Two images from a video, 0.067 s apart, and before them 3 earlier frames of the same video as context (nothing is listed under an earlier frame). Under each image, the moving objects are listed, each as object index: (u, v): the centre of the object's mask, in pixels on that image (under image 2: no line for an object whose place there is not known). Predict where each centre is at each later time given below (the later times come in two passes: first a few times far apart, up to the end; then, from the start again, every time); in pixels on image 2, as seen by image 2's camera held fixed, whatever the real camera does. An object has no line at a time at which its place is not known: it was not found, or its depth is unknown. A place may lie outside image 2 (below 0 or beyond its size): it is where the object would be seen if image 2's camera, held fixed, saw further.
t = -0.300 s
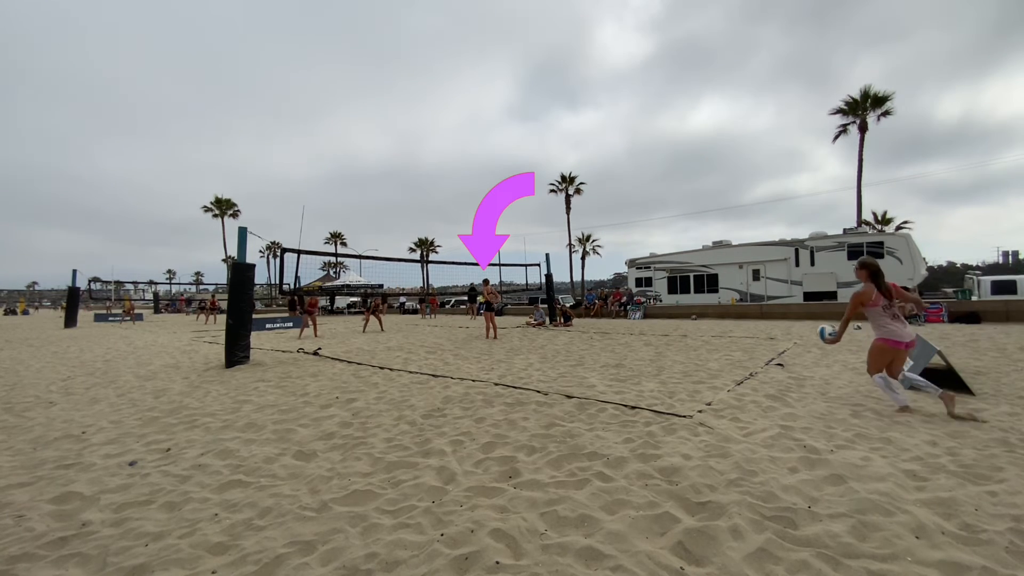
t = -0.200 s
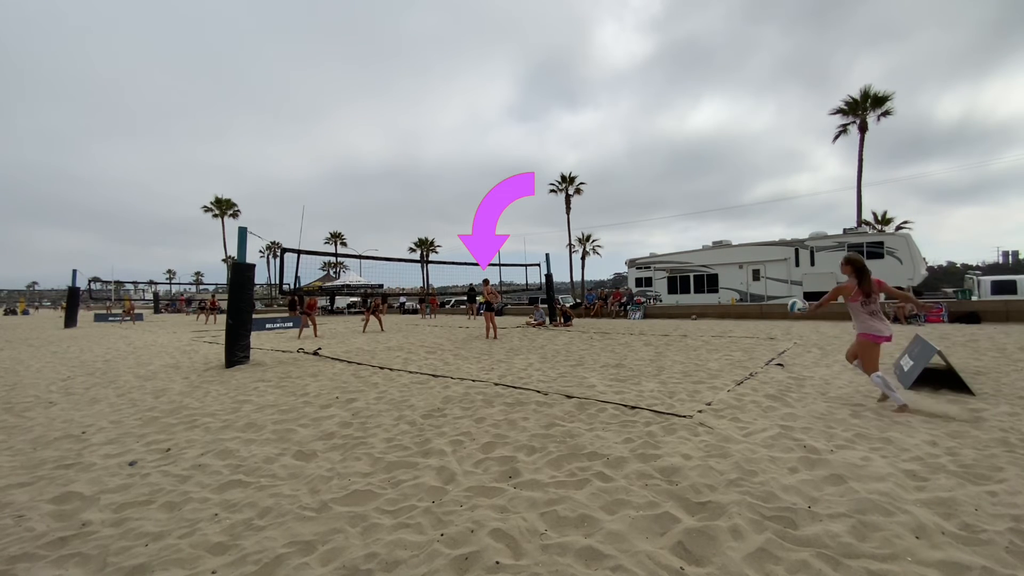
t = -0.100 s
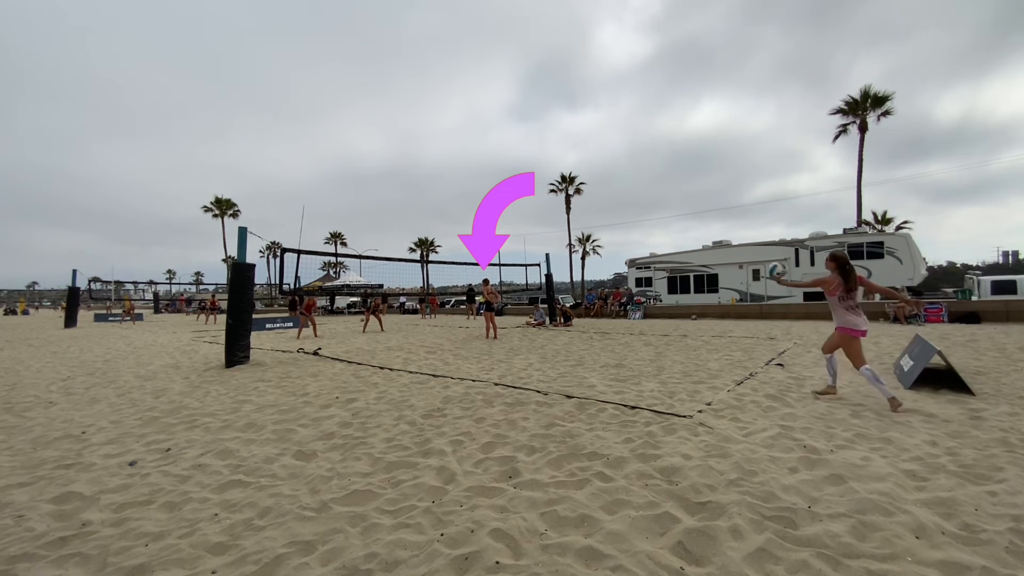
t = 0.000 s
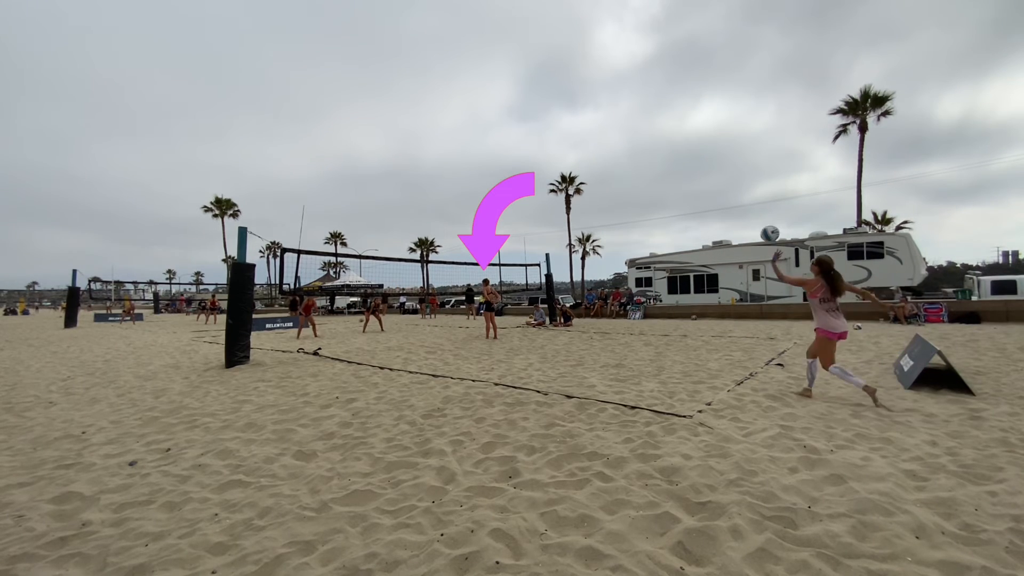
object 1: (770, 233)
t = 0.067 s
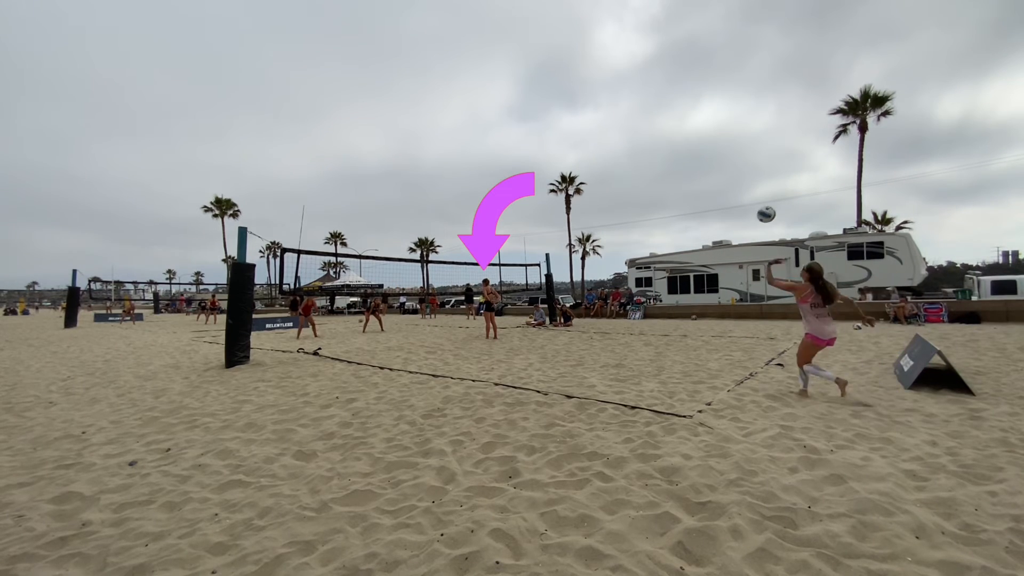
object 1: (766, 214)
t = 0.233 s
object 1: (758, 182)
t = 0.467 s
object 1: (748, 172)
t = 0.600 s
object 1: (742, 185)
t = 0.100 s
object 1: (764, 206)
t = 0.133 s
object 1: (763, 198)
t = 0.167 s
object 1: (761, 192)
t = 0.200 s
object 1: (759, 187)
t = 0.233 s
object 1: (758, 182)
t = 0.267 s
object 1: (756, 178)
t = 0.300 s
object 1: (755, 175)
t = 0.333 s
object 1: (753, 172)
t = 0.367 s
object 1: (752, 171)
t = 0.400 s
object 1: (750, 171)
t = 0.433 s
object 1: (749, 171)
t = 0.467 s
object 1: (748, 172)
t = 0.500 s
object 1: (746, 174)
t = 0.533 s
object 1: (745, 177)
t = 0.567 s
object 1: (743, 180)
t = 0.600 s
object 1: (742, 185)
